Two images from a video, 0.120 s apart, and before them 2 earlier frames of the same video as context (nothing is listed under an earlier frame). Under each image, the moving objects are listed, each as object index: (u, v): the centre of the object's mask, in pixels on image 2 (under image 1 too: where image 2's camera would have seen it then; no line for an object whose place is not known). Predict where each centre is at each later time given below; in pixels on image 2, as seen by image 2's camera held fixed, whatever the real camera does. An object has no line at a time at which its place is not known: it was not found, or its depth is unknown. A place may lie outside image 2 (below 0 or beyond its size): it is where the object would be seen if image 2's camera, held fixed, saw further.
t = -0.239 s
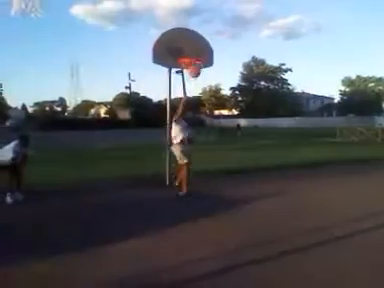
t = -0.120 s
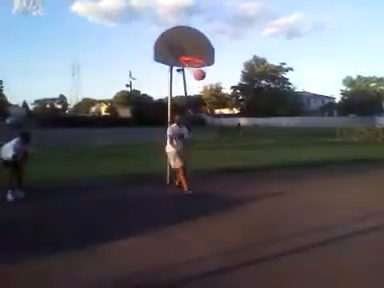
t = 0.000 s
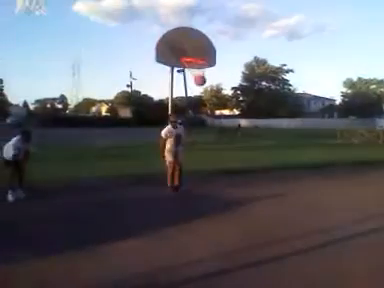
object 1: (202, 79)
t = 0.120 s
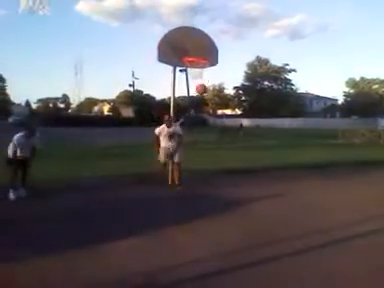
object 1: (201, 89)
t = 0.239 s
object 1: (197, 103)
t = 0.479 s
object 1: (197, 154)
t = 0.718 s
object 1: (191, 160)
